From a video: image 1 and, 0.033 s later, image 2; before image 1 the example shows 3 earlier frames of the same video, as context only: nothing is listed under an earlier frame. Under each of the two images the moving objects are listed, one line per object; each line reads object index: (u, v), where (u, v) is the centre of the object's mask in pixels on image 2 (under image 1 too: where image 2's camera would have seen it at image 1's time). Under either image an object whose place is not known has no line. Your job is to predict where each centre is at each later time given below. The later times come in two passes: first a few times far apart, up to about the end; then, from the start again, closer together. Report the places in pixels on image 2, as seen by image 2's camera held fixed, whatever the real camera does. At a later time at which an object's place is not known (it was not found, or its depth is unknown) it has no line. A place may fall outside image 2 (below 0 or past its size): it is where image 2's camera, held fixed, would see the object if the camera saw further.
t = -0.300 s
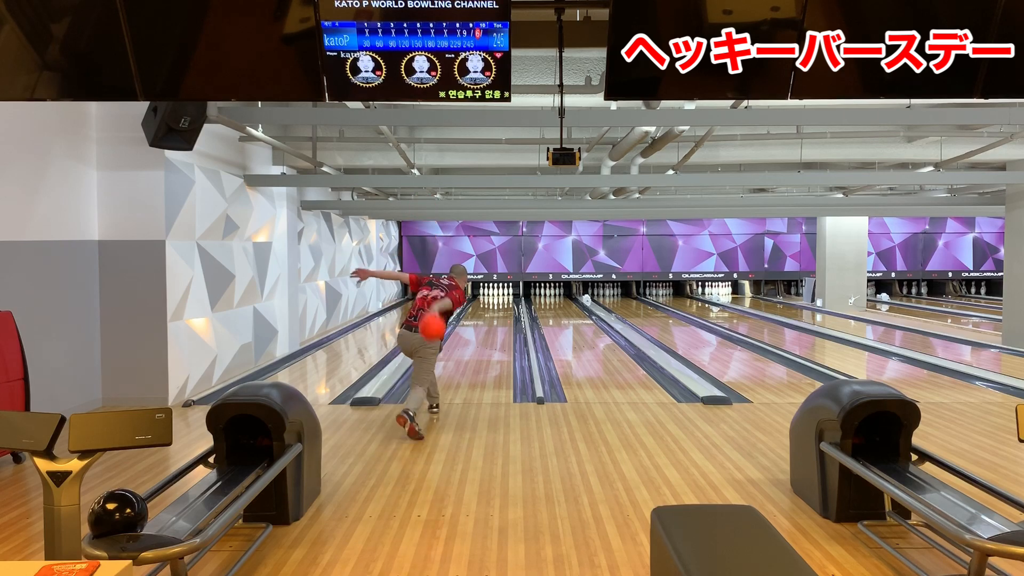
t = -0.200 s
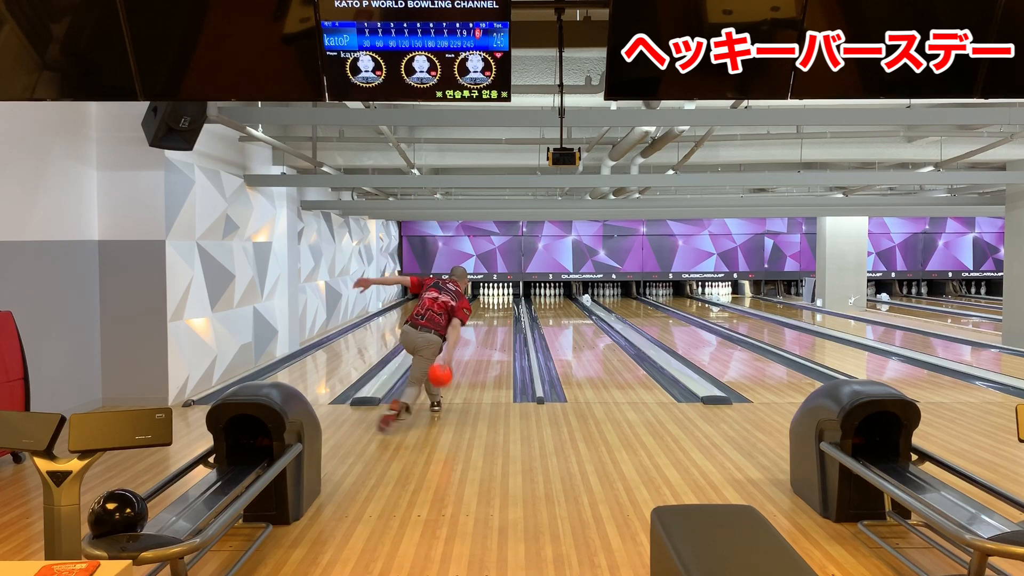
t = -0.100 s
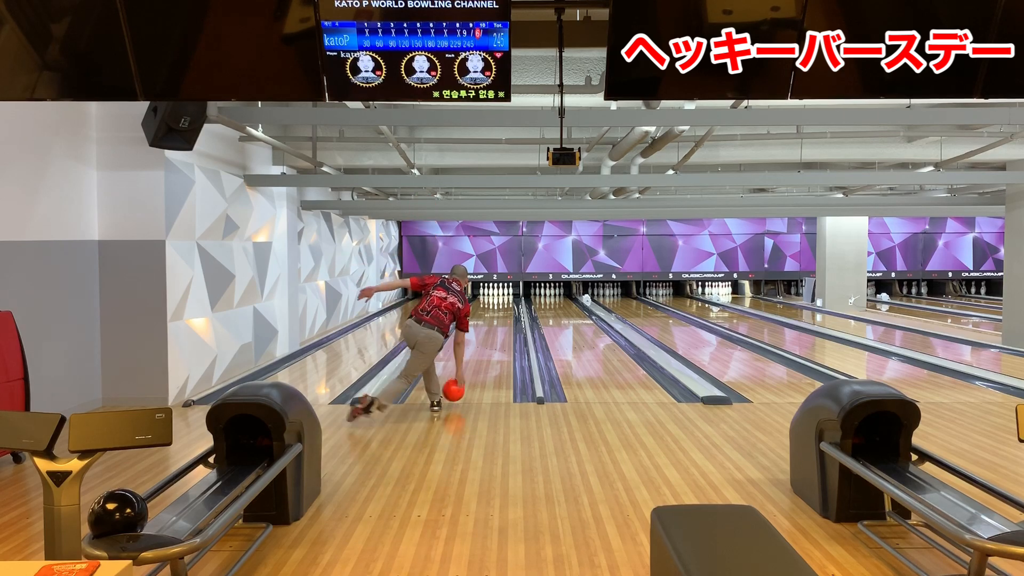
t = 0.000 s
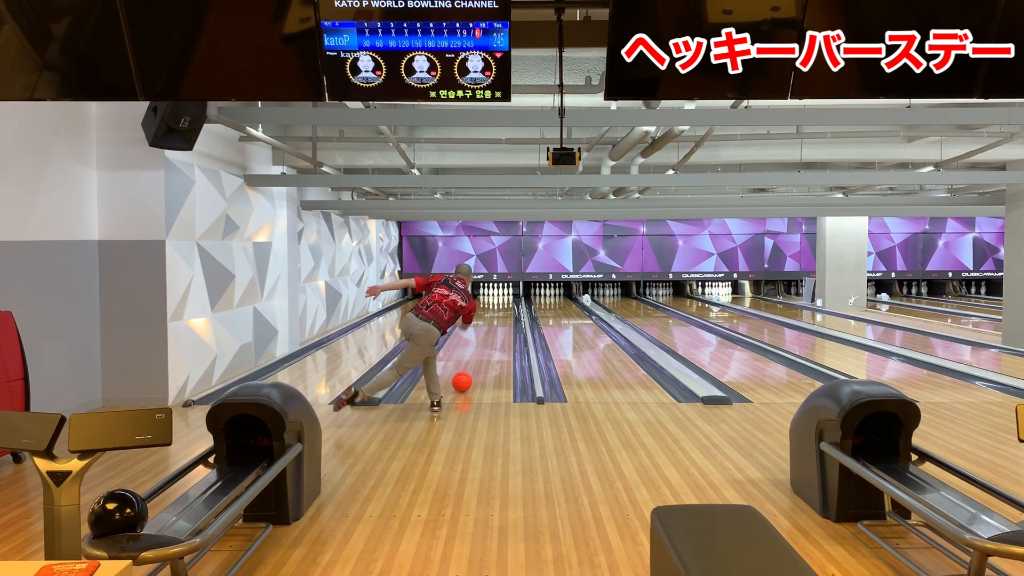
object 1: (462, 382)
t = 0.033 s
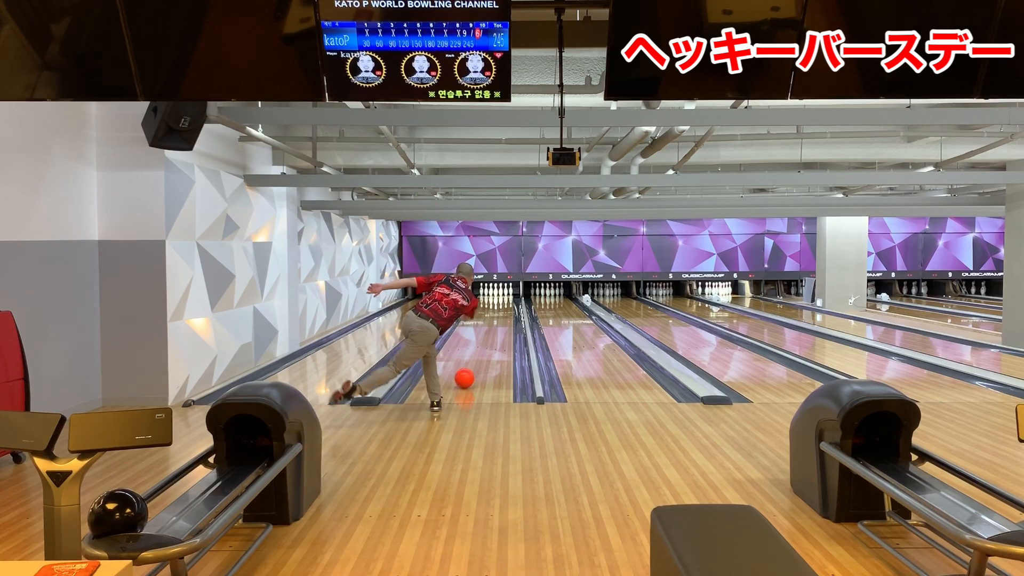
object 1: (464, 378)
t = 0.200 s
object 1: (474, 362)
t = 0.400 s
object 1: (483, 347)
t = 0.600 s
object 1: (490, 336)
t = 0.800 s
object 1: (495, 326)
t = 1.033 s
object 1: (499, 319)
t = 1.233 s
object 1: (502, 313)
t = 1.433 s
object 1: (503, 308)
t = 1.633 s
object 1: (504, 304)
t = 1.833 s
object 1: (505, 300)
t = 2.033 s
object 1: (504, 298)
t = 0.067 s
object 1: (466, 375)
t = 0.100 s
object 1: (469, 371)
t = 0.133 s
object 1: (471, 368)
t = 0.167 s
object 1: (473, 365)
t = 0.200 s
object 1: (474, 362)
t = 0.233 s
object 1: (476, 359)
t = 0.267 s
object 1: (478, 357)
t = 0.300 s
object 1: (479, 354)
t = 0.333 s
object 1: (481, 351)
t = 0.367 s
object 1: (482, 349)
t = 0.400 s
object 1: (483, 347)
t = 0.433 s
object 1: (485, 345)
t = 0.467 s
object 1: (486, 343)
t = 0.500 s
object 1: (488, 341)
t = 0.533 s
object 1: (488, 339)
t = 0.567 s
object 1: (489, 337)
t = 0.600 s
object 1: (490, 336)
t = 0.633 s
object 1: (491, 334)
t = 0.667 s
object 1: (491, 332)
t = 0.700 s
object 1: (492, 331)
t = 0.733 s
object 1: (493, 329)
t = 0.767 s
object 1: (494, 328)
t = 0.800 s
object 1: (495, 326)
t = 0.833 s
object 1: (495, 325)
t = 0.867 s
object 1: (496, 324)
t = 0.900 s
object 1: (497, 322)
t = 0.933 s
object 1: (497, 321)
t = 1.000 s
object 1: (498, 320)
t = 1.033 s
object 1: (499, 319)
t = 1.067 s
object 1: (499, 318)
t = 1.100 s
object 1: (500, 317)
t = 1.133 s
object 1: (500, 316)
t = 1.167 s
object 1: (500, 315)
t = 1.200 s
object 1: (501, 314)
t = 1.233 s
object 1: (502, 313)
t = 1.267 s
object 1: (502, 312)
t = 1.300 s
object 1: (502, 312)
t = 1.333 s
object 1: (503, 310)
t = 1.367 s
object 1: (503, 309)
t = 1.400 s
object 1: (503, 309)
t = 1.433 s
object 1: (503, 308)
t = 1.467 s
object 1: (503, 307)
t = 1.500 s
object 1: (504, 307)
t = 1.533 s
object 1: (504, 306)
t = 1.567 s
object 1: (504, 305)
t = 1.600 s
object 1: (504, 304)
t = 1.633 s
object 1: (504, 304)
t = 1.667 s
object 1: (505, 303)
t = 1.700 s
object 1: (505, 302)
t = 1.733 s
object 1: (505, 302)
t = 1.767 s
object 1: (505, 301)
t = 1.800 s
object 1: (505, 301)
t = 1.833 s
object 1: (505, 300)
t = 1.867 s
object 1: (505, 300)
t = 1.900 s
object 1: (505, 299)
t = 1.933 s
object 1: (505, 299)
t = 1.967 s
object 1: (504, 299)
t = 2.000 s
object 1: (504, 298)
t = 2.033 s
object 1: (504, 298)
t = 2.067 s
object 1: (504, 297)
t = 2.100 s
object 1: (503, 296)
